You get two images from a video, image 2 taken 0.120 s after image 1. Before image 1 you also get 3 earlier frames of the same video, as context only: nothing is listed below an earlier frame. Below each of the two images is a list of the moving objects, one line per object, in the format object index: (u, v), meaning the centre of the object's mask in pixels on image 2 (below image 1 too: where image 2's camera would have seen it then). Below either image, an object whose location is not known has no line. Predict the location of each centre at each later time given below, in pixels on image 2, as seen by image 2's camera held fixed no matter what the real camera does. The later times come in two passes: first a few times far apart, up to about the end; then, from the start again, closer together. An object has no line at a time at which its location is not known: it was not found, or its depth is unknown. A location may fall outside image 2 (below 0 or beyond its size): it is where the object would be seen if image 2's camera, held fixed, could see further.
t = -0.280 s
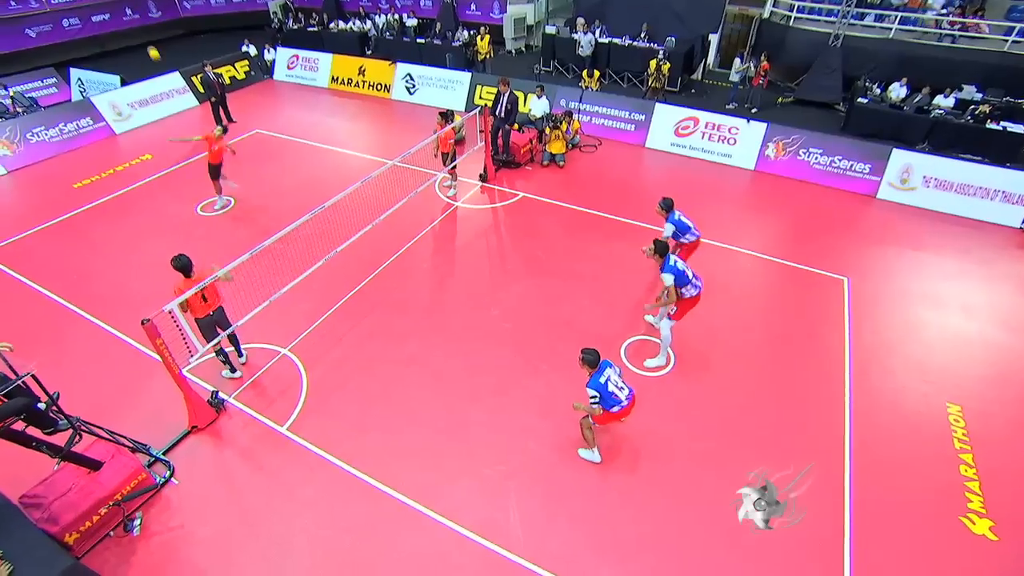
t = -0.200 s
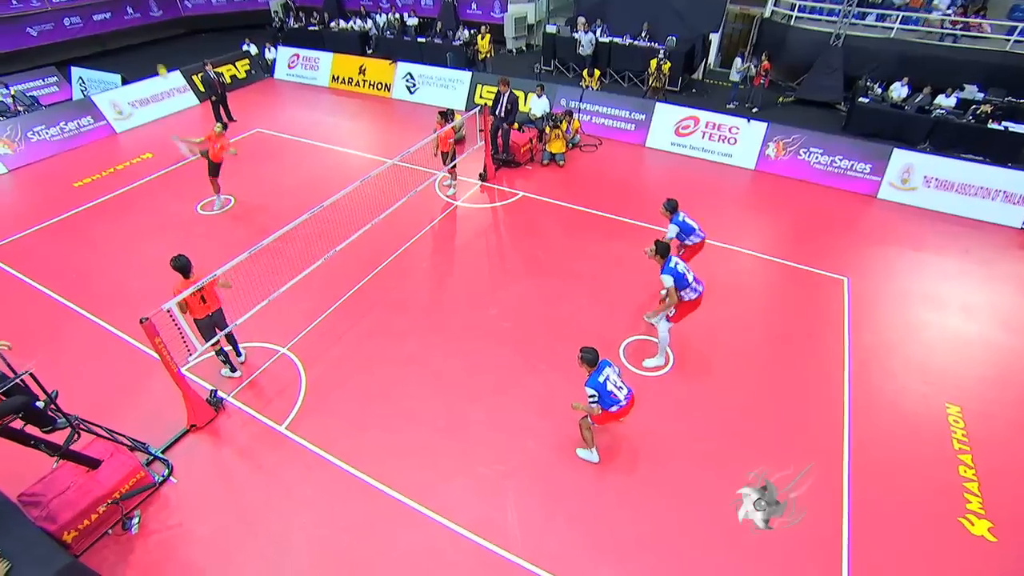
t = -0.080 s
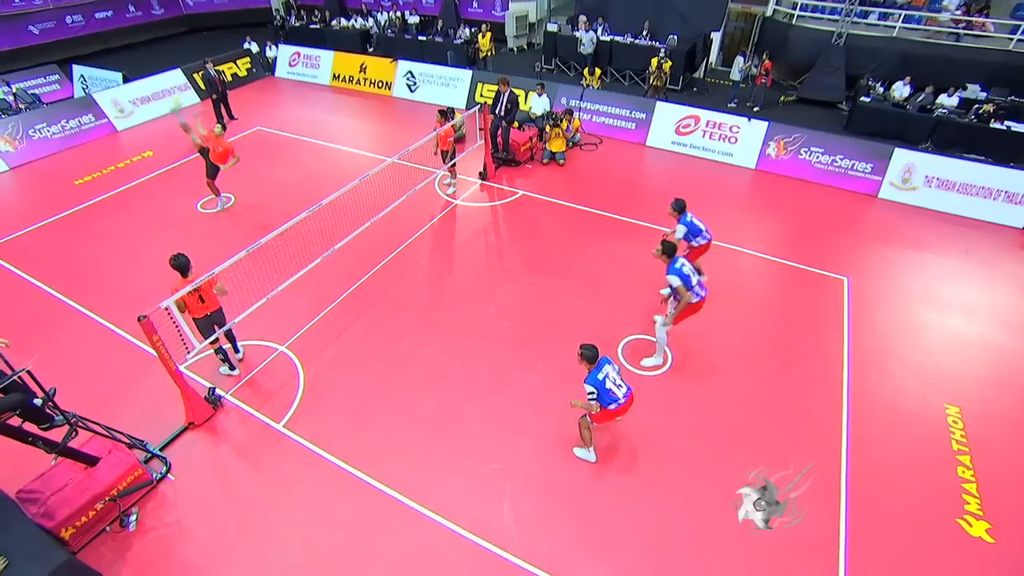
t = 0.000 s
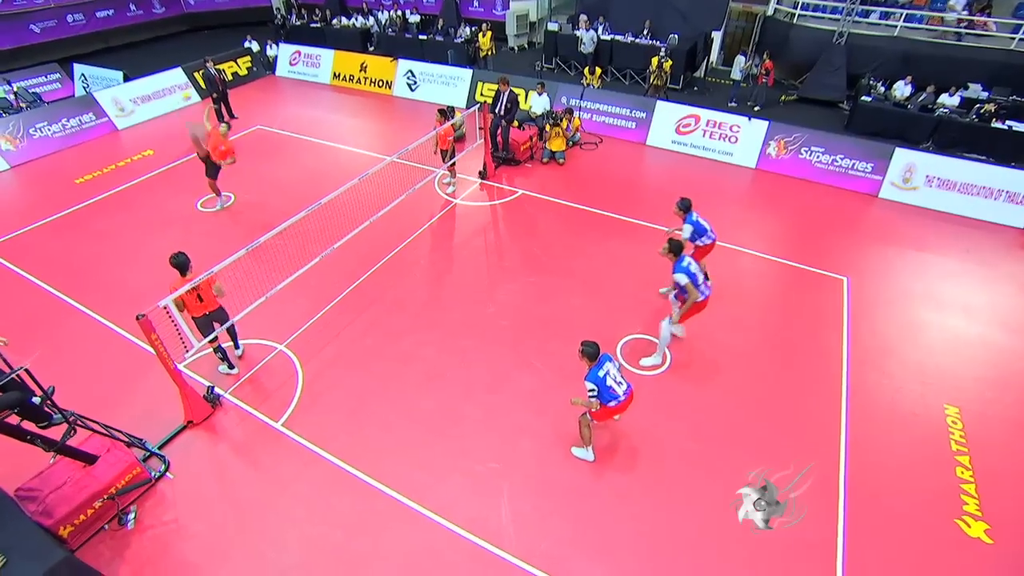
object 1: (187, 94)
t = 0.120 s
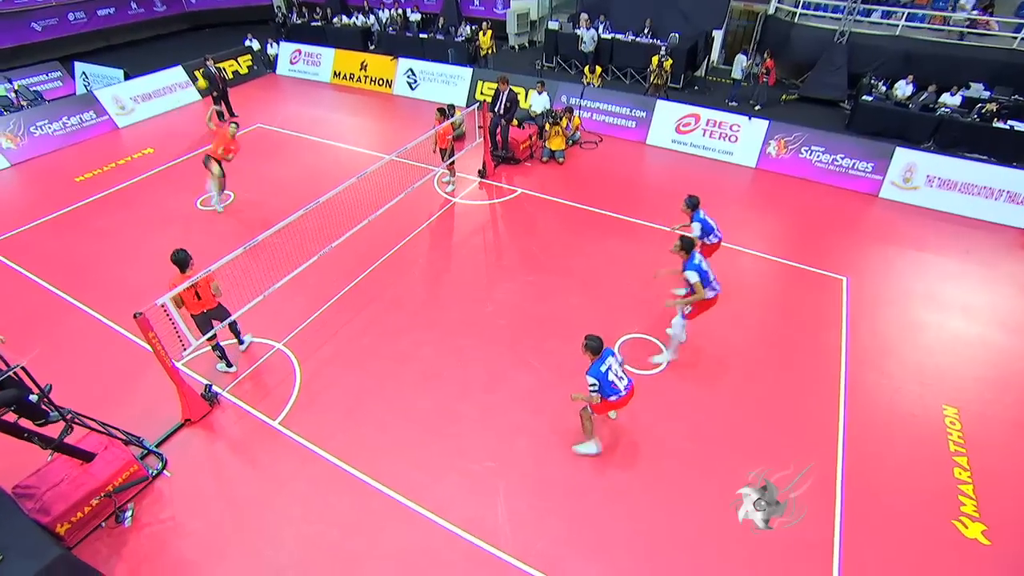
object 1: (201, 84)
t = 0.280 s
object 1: (228, 84)
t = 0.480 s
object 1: (275, 110)
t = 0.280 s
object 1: (228, 84)
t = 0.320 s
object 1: (236, 86)
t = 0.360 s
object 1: (245, 90)
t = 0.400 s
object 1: (255, 96)
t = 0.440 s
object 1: (264, 102)
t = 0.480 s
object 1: (275, 110)
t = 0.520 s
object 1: (287, 119)
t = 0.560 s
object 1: (298, 130)
